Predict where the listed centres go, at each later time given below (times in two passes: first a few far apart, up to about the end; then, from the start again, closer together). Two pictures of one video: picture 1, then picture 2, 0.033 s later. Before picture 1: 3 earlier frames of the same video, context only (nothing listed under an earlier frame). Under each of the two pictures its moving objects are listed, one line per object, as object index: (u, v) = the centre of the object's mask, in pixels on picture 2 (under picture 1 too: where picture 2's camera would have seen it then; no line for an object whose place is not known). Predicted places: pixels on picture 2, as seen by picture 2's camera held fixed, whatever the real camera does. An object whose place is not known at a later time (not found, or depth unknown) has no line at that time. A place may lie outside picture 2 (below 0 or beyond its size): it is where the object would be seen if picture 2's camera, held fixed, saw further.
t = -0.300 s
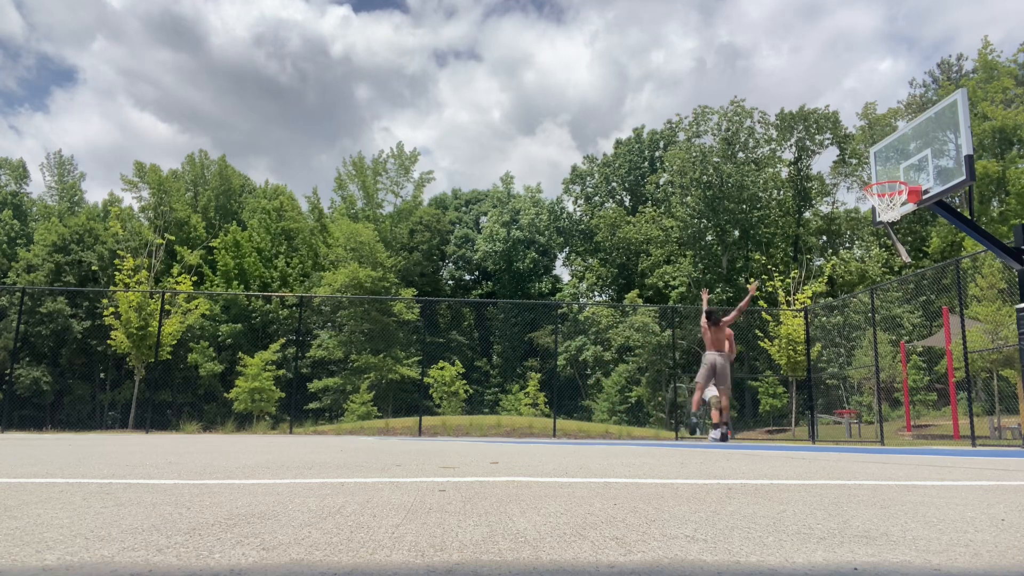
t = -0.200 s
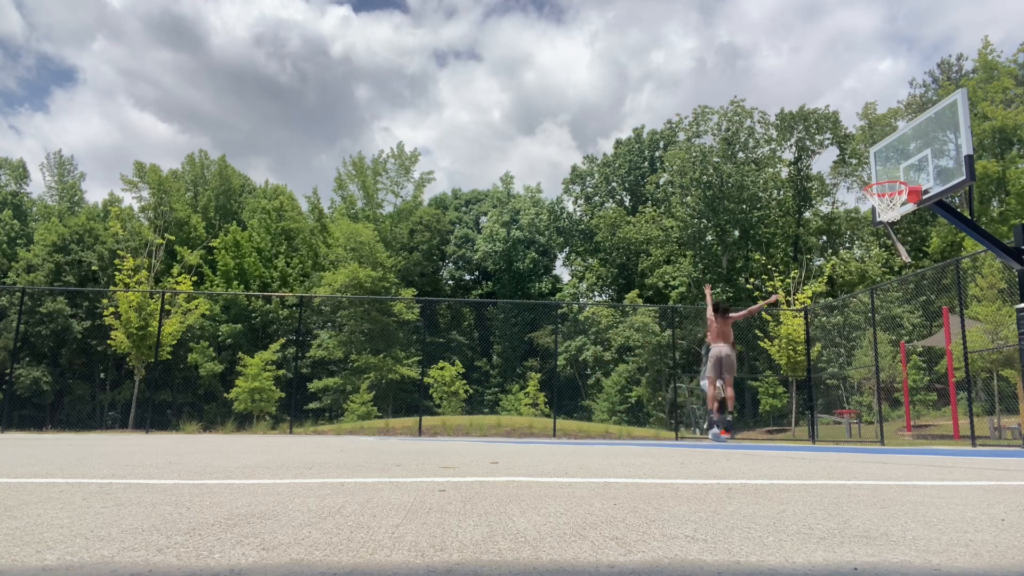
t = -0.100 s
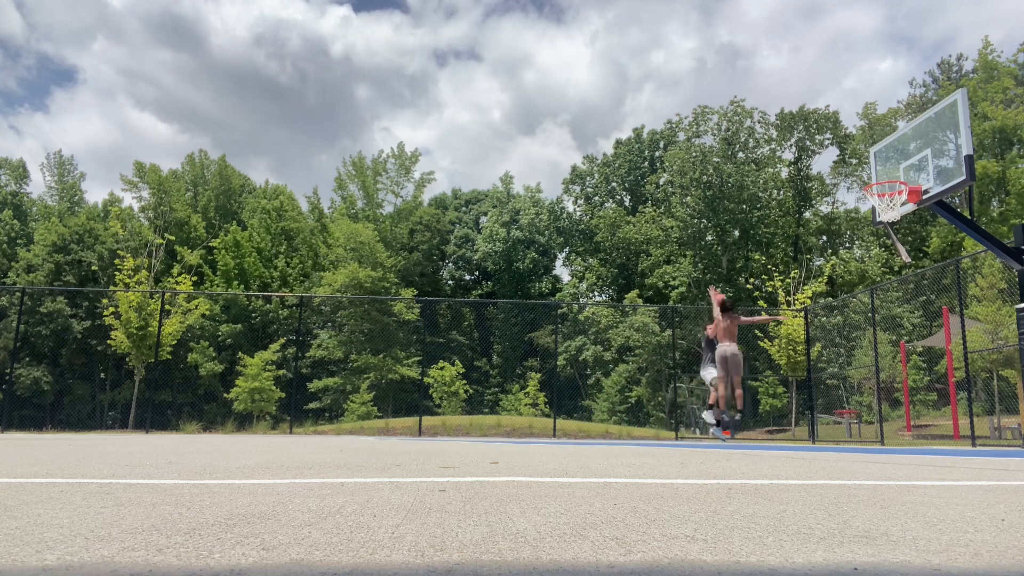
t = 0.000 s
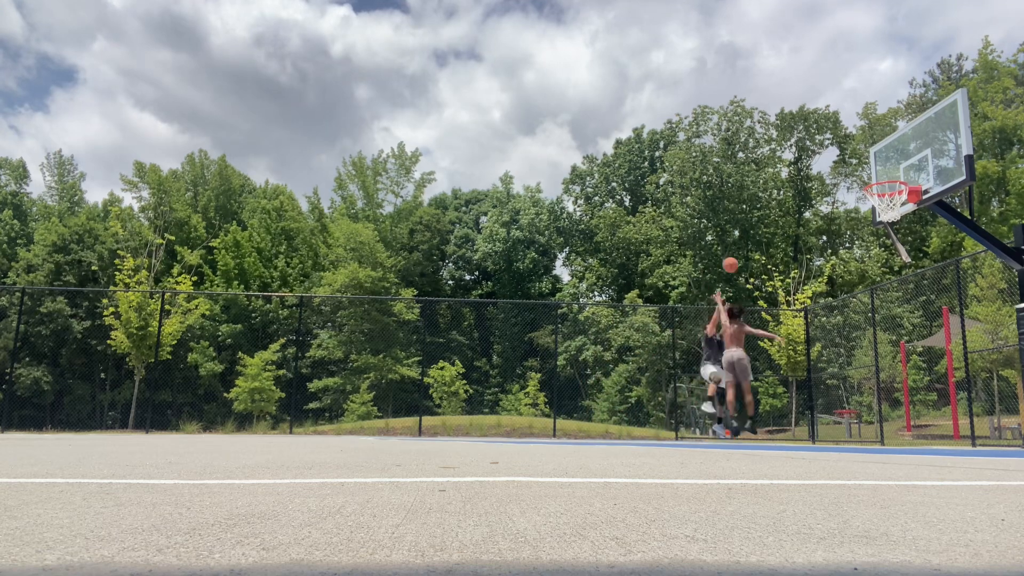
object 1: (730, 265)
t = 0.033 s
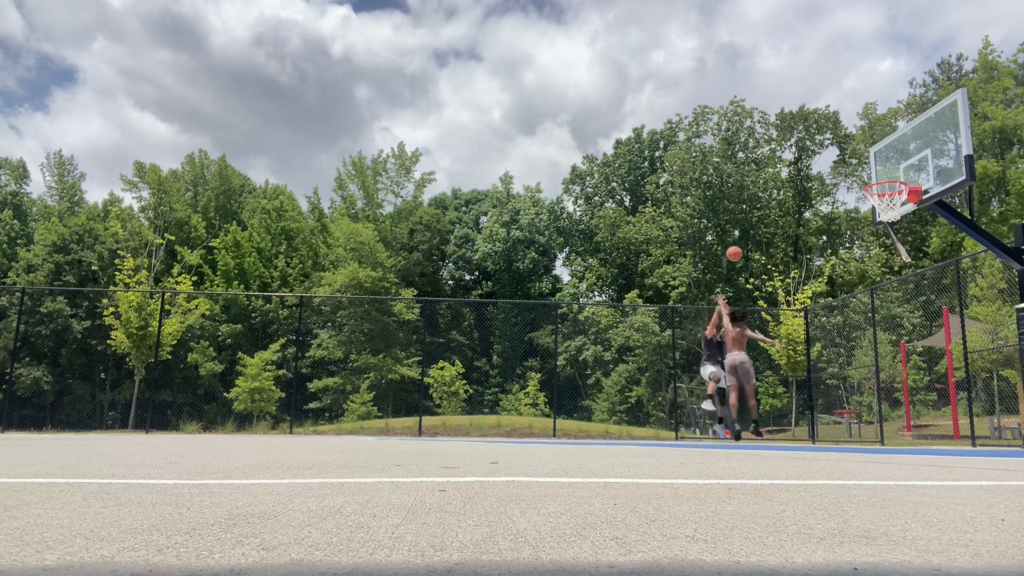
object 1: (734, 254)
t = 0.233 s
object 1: (759, 198)
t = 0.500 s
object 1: (798, 157)
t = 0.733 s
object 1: (840, 154)
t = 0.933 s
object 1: (883, 184)
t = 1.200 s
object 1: (835, 190)
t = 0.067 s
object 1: (738, 243)
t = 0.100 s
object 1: (742, 233)
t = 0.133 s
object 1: (746, 223)
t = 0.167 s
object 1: (750, 214)
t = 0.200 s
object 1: (755, 206)
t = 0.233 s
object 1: (759, 198)
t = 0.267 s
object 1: (764, 191)
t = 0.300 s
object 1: (768, 184)
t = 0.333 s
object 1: (773, 178)
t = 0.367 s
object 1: (779, 172)
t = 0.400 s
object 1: (783, 167)
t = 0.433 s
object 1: (789, 164)
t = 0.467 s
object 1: (793, 160)
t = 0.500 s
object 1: (798, 157)
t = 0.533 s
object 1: (804, 154)
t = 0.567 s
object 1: (810, 152)
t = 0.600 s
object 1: (816, 151)
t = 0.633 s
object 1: (821, 151)
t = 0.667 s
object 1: (828, 151)
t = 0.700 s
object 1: (835, 153)
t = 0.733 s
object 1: (840, 154)
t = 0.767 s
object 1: (847, 157)
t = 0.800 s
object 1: (853, 161)
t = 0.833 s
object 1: (861, 165)
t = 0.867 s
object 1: (868, 170)
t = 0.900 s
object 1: (875, 176)
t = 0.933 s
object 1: (883, 184)
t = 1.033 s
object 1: (881, 187)
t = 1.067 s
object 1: (872, 185)
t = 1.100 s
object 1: (862, 185)
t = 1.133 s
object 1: (853, 187)
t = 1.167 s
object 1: (844, 188)
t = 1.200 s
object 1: (835, 190)
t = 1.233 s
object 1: (826, 193)
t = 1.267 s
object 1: (817, 197)
